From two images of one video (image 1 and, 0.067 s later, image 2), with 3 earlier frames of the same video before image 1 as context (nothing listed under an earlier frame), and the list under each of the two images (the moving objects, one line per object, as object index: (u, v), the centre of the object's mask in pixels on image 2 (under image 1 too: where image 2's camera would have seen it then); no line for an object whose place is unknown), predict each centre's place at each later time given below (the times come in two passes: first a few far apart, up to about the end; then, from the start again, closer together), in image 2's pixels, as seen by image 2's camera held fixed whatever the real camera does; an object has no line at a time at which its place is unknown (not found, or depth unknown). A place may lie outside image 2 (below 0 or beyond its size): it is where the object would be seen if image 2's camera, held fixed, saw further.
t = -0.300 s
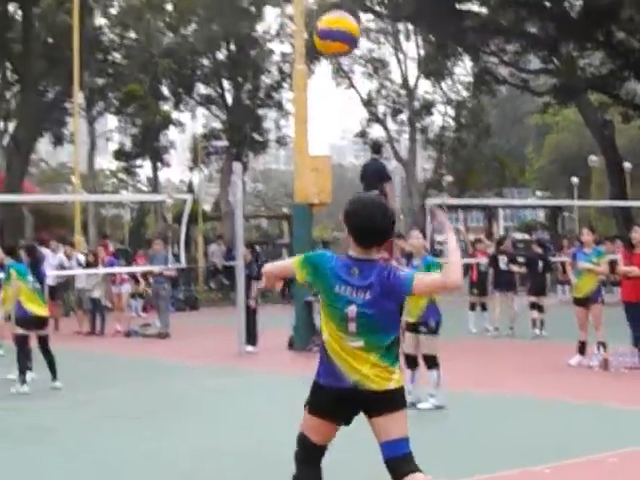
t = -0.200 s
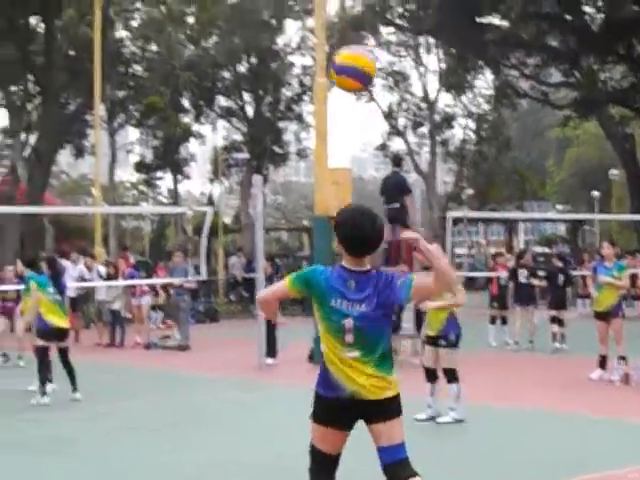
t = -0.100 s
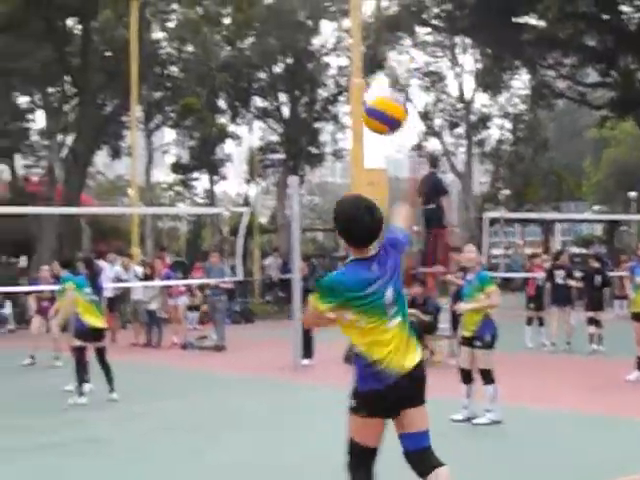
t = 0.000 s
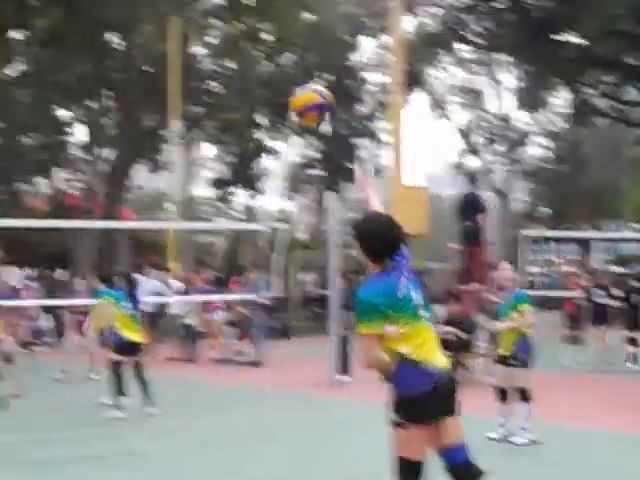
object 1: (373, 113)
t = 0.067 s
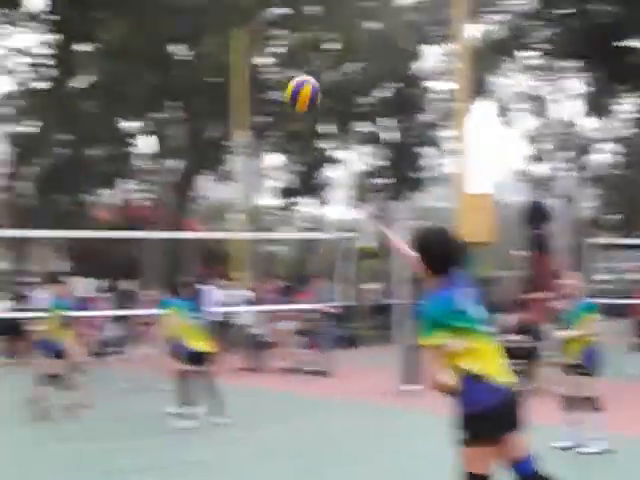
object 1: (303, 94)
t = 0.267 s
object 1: (165, 80)
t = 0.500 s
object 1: (75, 125)
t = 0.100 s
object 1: (274, 86)
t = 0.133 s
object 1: (247, 81)
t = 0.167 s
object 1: (223, 78)
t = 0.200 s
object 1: (202, 77)
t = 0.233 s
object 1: (182, 79)
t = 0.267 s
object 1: (165, 80)
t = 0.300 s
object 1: (152, 81)
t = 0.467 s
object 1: (86, 116)
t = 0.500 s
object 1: (75, 125)
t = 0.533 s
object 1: (67, 131)
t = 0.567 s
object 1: (57, 140)
